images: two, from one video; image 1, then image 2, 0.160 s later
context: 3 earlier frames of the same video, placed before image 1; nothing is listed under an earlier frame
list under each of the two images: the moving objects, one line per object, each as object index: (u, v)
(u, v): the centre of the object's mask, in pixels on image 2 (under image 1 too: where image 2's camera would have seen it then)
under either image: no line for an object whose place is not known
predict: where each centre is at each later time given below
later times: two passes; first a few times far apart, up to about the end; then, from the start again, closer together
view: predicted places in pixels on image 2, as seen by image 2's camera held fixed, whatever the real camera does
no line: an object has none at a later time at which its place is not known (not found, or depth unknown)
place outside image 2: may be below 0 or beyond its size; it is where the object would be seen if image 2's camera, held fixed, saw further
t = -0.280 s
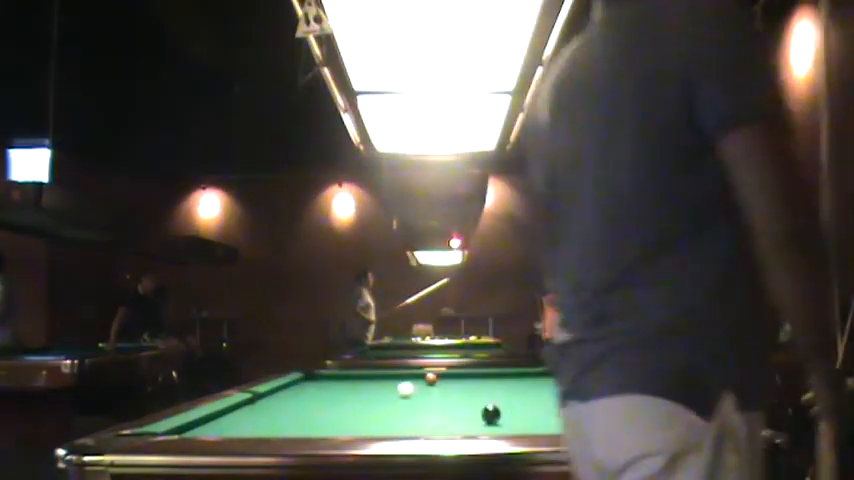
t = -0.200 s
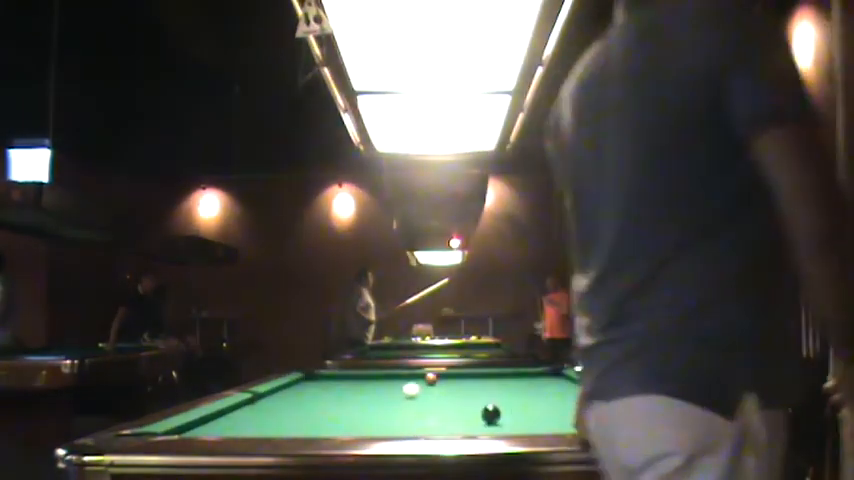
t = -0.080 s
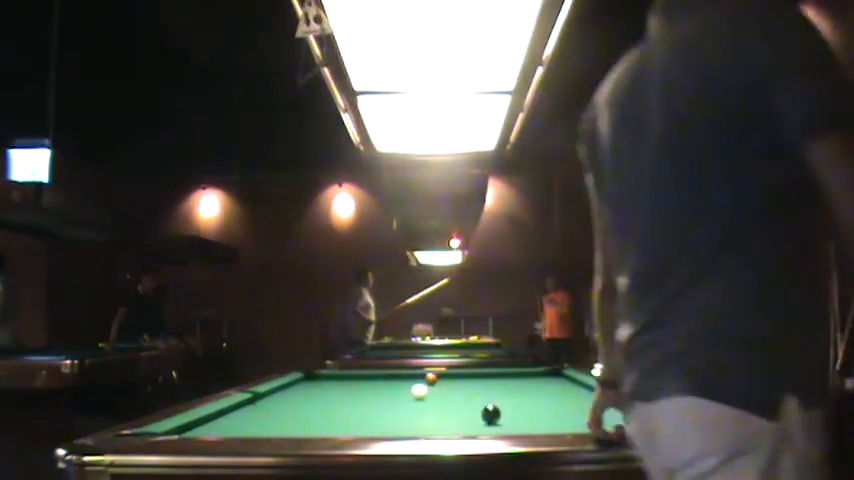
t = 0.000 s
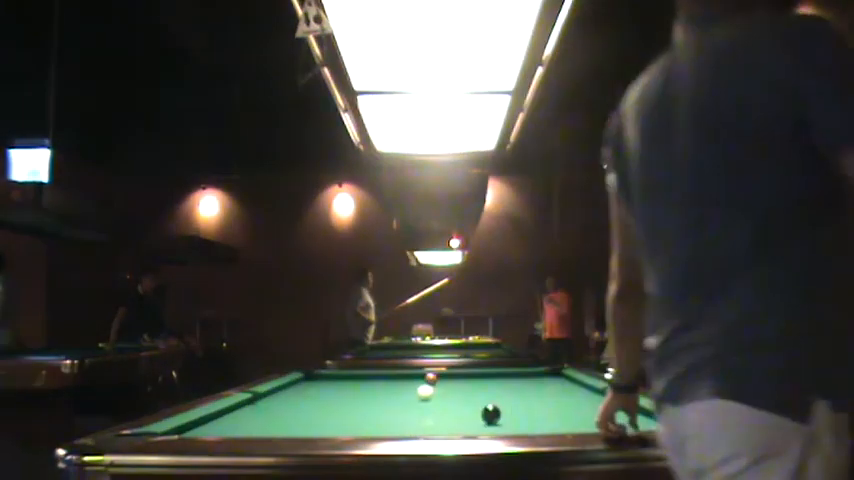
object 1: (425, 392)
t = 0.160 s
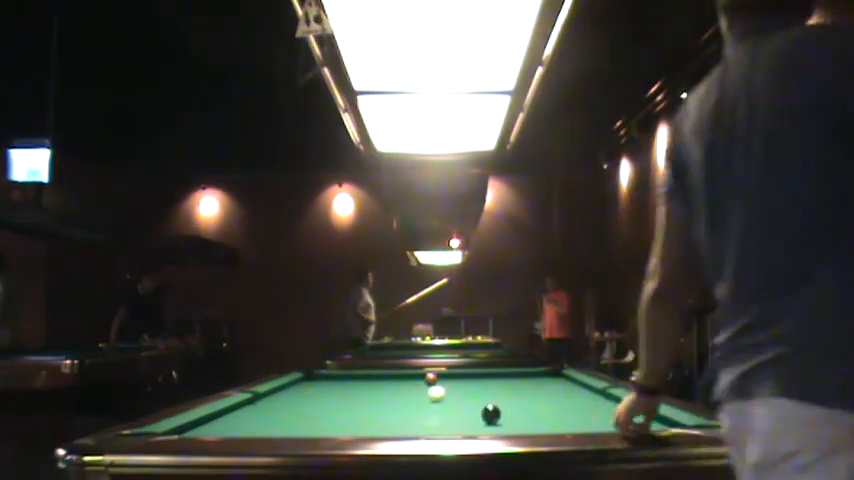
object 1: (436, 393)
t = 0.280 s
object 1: (445, 394)
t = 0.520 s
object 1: (462, 396)
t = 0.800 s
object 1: (483, 399)
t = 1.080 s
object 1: (505, 402)
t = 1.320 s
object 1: (525, 405)
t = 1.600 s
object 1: (547, 407)
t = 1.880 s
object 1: (568, 410)
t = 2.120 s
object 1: (587, 411)
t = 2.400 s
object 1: (608, 413)
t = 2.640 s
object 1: (625, 415)
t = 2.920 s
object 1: (645, 417)
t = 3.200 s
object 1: (655, 418)
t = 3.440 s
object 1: (653, 418)
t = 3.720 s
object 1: (650, 419)
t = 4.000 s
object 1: (649, 420)
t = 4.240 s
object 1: (647, 420)
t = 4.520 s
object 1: (646, 420)
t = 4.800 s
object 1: (646, 420)
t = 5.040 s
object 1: (646, 420)
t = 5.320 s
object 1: (646, 420)
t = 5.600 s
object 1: (646, 420)
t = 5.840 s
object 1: (646, 420)
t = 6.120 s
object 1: (646, 420)
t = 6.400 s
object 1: (646, 420)
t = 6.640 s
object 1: (646, 420)
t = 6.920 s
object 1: (646, 420)
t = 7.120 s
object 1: (646, 421)
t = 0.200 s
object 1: (439, 393)
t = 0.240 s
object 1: (442, 394)
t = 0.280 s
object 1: (445, 394)
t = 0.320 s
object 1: (448, 395)
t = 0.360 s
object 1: (451, 395)
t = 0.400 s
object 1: (453, 395)
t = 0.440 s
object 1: (456, 396)
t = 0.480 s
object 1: (460, 396)
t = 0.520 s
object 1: (462, 396)
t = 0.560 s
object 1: (465, 397)
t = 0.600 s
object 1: (468, 397)
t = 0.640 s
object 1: (471, 398)
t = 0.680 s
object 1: (474, 398)
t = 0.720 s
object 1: (477, 398)
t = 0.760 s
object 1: (480, 398)
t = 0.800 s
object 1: (483, 399)
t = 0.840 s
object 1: (486, 398)
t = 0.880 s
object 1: (489, 399)
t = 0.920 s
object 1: (492, 399)
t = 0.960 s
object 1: (496, 400)
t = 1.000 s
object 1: (499, 400)
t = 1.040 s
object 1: (502, 401)
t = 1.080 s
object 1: (505, 402)
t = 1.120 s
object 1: (510, 403)
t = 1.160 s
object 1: (513, 403)
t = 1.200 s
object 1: (516, 404)
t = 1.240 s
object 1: (519, 404)
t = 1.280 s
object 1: (522, 404)
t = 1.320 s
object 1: (525, 405)
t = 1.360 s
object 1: (528, 405)
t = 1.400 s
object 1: (531, 405)
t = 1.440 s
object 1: (534, 406)
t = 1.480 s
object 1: (537, 406)
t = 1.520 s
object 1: (540, 406)
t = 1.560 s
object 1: (544, 407)
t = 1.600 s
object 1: (547, 407)
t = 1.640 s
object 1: (549, 408)
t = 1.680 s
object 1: (553, 408)
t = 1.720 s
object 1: (556, 408)
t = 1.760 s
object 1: (559, 408)
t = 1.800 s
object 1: (562, 409)
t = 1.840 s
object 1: (565, 409)
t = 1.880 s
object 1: (568, 410)
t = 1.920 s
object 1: (571, 410)
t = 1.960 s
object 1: (574, 411)
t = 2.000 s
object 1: (578, 410)
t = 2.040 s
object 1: (581, 411)
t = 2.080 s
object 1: (584, 411)
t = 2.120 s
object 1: (587, 411)
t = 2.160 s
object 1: (590, 412)
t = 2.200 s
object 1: (593, 412)
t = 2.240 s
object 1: (596, 412)
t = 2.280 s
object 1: (599, 412)
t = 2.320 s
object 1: (602, 413)
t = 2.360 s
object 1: (605, 413)
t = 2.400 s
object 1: (608, 413)
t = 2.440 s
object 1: (611, 413)
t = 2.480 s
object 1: (614, 414)
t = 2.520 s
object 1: (617, 414)
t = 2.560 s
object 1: (620, 415)
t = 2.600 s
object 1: (622, 415)
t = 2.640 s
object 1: (625, 415)
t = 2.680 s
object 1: (628, 416)
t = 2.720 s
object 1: (631, 416)
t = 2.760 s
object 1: (634, 416)
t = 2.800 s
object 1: (637, 416)
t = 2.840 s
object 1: (640, 416)
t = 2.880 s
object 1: (642, 416)
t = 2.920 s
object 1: (645, 417)
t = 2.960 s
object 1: (647, 417)
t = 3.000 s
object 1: (650, 417)
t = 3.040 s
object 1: (653, 417)
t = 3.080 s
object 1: (655, 417)
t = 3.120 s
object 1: (656, 418)
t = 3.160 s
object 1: (655, 418)
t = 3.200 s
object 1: (655, 418)
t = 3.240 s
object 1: (654, 418)
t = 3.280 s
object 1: (654, 418)
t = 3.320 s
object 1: (654, 418)
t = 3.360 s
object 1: (653, 418)
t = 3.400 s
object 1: (653, 418)
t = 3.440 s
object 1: (653, 418)
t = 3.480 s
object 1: (652, 418)
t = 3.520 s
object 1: (652, 419)
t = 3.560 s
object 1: (652, 419)
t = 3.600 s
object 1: (651, 419)
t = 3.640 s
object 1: (651, 419)
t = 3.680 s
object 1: (650, 419)
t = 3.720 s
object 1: (650, 419)
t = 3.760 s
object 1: (650, 419)
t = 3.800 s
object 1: (650, 420)
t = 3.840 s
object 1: (650, 420)
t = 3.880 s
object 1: (649, 419)
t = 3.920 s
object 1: (649, 420)
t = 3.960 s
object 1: (649, 420)
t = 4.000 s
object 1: (649, 420)
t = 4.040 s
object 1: (648, 420)
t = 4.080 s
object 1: (648, 420)
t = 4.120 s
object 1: (648, 421)
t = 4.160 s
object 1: (648, 420)
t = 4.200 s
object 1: (647, 420)
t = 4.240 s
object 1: (647, 420)
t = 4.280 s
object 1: (647, 420)
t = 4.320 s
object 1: (647, 420)
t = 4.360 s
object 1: (647, 420)
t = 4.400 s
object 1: (646, 420)
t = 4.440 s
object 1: (647, 421)
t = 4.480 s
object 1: (647, 421)
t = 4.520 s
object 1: (646, 420)
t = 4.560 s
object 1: (646, 420)
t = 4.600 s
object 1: (646, 420)
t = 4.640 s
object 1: (646, 420)
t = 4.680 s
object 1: (646, 420)
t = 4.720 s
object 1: (646, 420)
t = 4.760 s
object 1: (646, 420)
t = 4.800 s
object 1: (646, 420)
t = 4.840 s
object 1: (646, 420)
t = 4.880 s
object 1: (646, 420)
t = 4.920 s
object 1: (646, 420)
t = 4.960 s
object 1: (646, 420)
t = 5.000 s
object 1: (646, 420)
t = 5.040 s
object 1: (646, 420)
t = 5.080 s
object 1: (646, 420)
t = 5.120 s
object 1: (646, 420)
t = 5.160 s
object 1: (646, 420)
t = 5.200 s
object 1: (646, 420)
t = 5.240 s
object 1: (646, 420)
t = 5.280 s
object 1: (646, 420)
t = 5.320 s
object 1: (646, 420)
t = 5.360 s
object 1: (646, 420)
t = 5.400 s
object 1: (646, 420)
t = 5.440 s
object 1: (646, 420)
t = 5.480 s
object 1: (646, 420)
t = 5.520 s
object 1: (646, 420)
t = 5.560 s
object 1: (646, 420)
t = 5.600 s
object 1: (646, 420)
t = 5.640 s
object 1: (646, 420)
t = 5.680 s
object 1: (646, 420)
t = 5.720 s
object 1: (646, 420)
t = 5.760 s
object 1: (646, 420)
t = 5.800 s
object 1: (646, 420)
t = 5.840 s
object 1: (646, 420)
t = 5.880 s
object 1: (646, 420)
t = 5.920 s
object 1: (646, 420)
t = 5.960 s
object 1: (646, 420)
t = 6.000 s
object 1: (646, 420)
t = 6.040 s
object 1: (646, 420)
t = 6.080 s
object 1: (646, 420)
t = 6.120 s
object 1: (646, 420)
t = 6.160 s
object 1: (646, 420)
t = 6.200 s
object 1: (646, 420)
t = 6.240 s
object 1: (646, 420)
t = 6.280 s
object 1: (646, 420)
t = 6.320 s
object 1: (646, 420)
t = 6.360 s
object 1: (646, 420)
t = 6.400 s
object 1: (646, 420)
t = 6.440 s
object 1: (646, 420)
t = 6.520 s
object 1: (646, 420)
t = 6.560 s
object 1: (646, 420)
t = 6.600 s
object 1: (646, 420)
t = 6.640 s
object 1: (646, 420)
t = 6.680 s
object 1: (646, 420)
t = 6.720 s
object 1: (646, 420)
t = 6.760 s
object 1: (646, 420)
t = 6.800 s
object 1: (646, 420)
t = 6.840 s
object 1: (646, 420)
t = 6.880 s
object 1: (646, 420)
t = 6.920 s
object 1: (646, 420)
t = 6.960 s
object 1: (646, 420)
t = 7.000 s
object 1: (646, 420)
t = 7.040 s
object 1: (646, 420)
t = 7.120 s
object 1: (646, 421)
